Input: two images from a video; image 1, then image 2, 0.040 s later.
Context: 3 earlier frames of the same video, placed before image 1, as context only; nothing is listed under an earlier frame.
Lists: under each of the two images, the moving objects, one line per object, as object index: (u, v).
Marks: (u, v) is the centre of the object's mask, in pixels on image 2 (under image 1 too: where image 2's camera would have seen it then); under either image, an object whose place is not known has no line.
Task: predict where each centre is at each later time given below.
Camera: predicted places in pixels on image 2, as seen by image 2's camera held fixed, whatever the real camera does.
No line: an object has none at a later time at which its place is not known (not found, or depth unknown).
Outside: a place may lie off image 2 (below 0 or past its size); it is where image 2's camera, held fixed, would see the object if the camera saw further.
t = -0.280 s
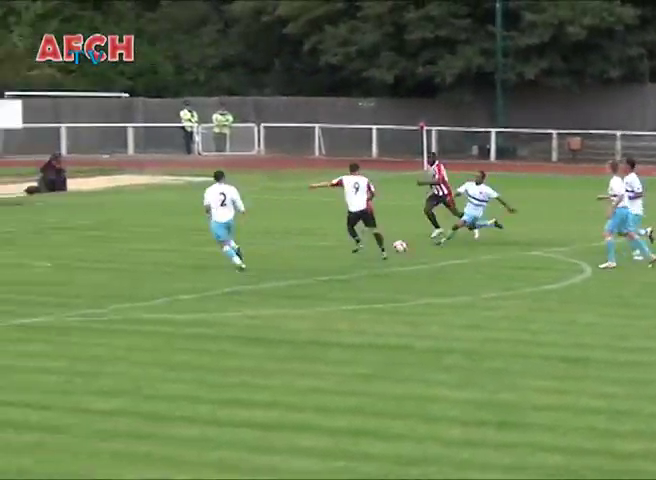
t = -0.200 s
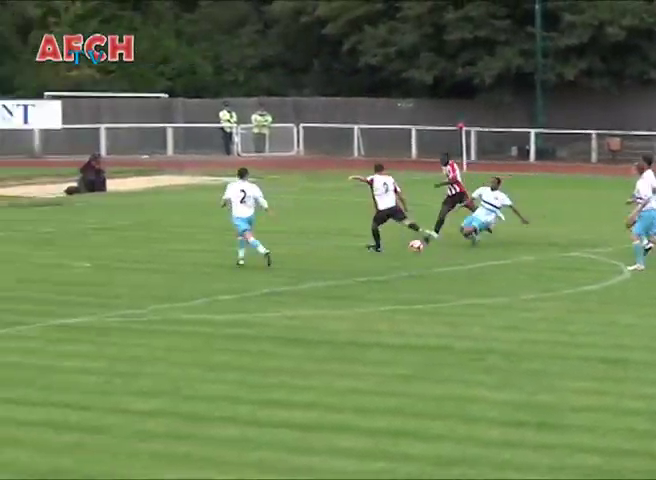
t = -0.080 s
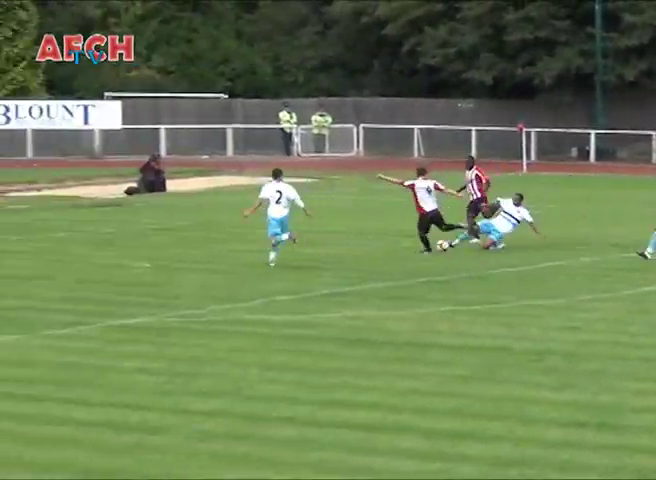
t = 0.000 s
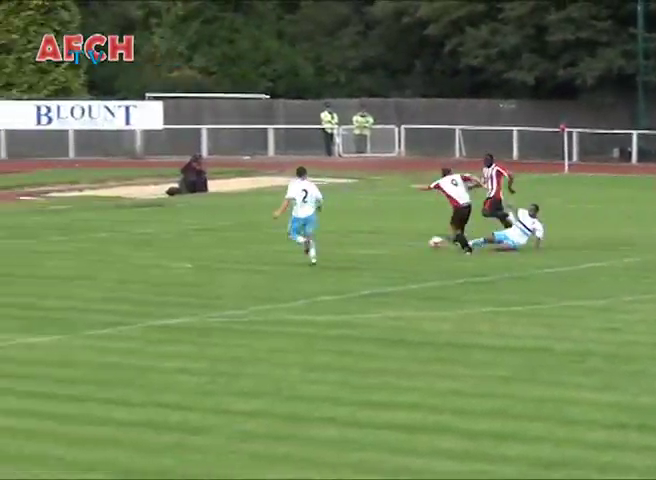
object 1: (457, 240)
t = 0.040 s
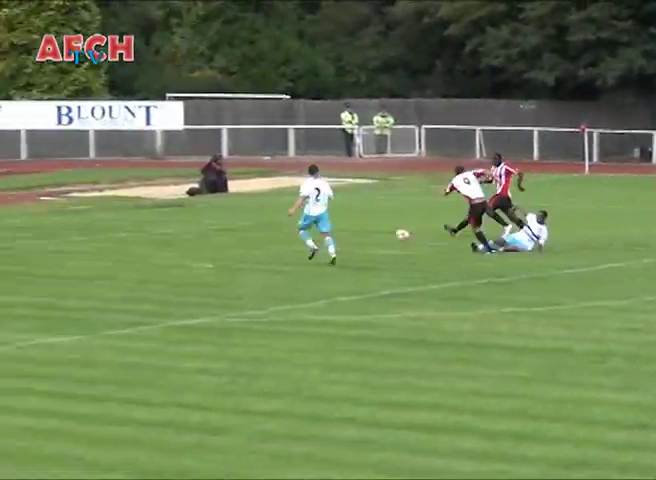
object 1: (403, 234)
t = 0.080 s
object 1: (350, 227)
